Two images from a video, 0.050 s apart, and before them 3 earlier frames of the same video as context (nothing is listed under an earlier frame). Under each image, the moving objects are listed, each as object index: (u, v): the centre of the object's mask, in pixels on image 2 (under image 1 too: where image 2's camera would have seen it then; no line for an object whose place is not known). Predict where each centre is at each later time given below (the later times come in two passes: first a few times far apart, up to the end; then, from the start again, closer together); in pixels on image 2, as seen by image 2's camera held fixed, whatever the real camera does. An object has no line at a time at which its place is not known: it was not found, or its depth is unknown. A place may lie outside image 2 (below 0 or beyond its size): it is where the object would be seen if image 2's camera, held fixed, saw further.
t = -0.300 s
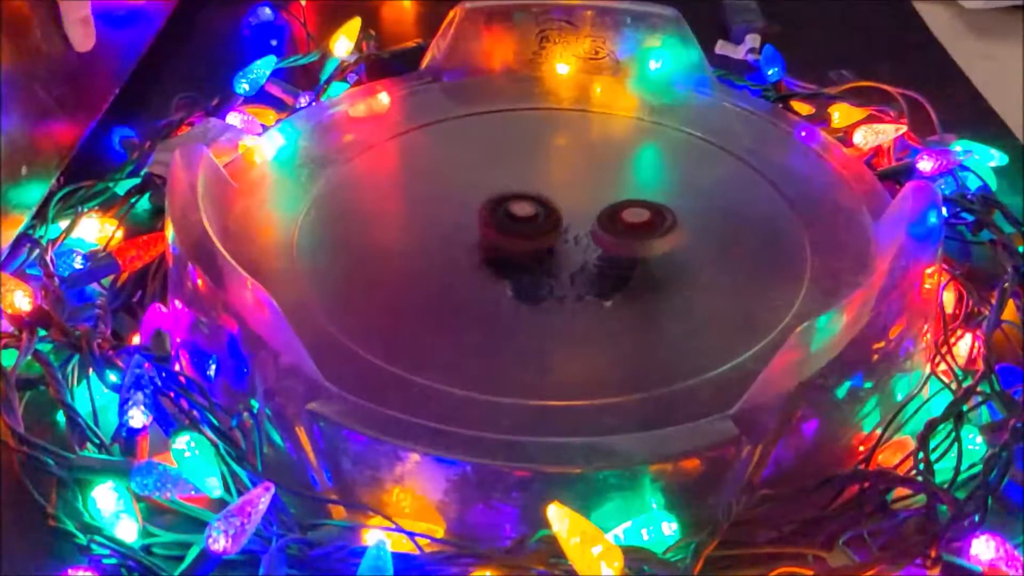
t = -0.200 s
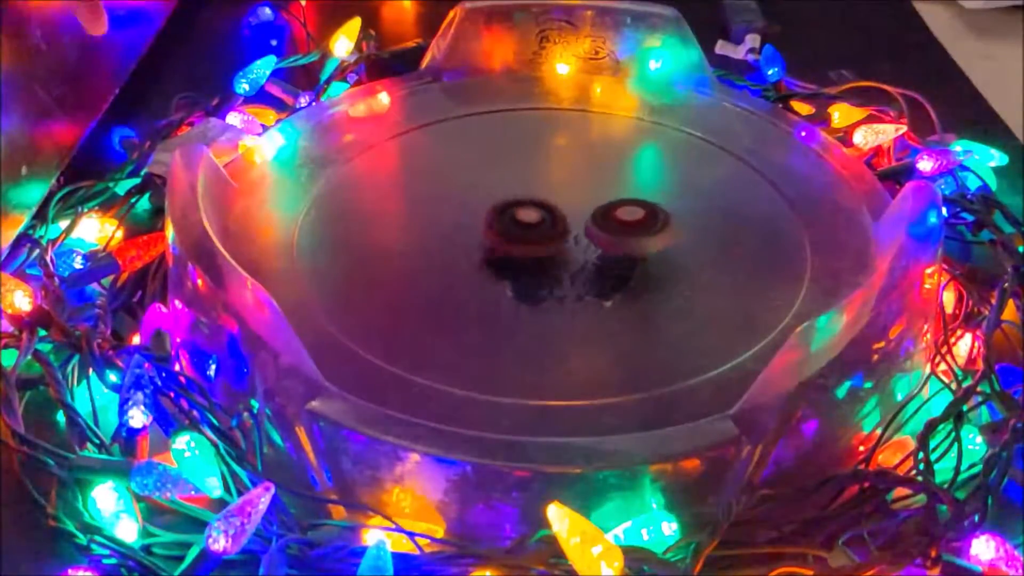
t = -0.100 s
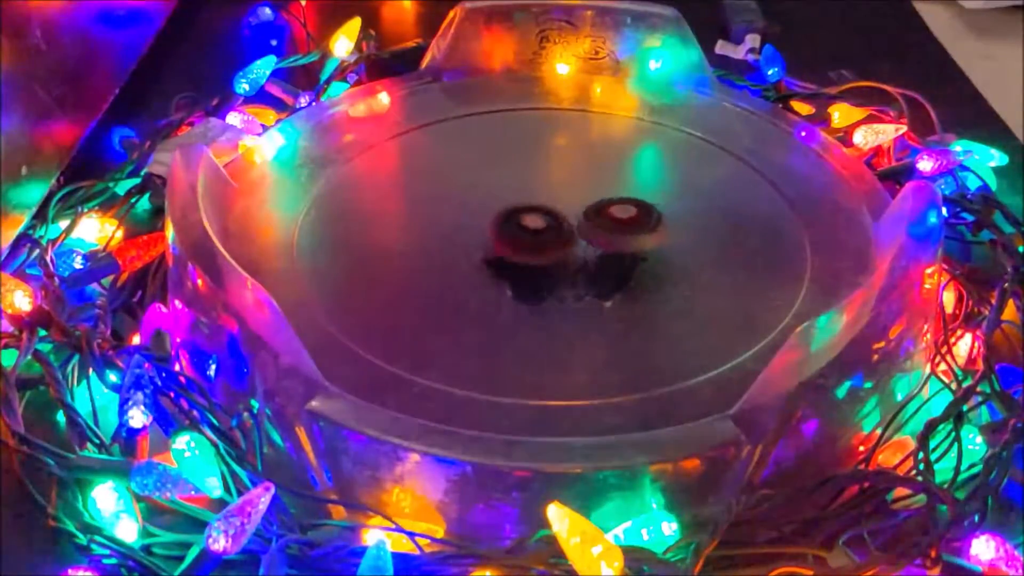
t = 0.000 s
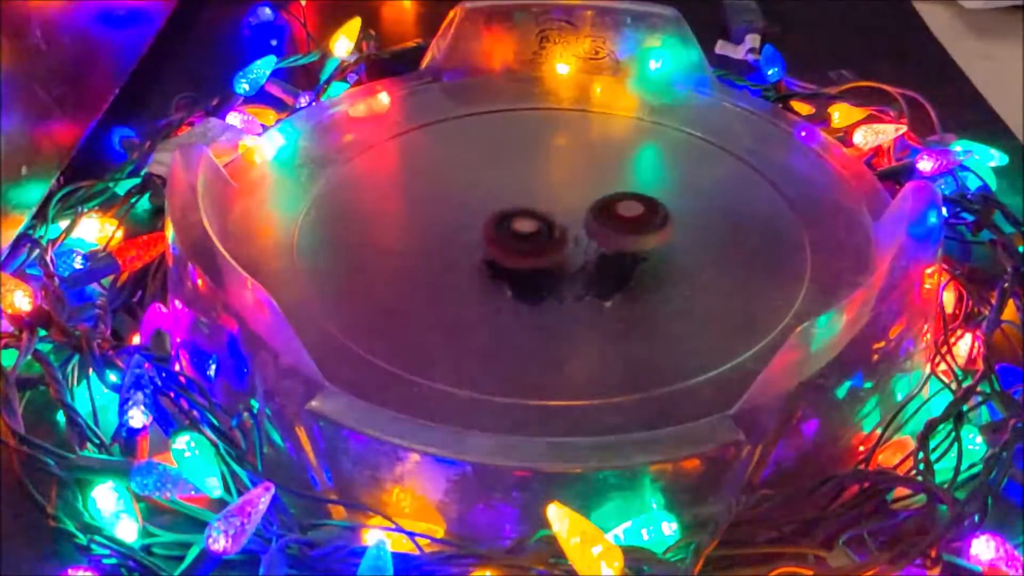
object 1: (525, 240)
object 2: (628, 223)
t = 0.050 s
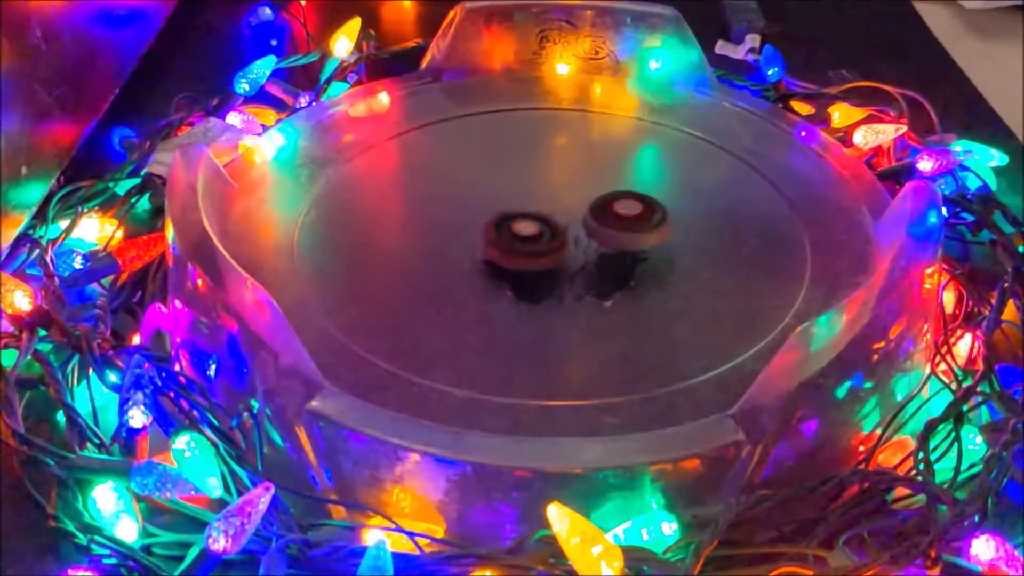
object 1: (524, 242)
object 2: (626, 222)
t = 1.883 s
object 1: (518, 255)
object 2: (561, 188)
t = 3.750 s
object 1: (568, 254)
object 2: (471, 213)
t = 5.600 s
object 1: (572, 227)
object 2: (511, 263)
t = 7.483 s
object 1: (515, 238)
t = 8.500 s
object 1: (529, 234)
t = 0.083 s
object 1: (524, 243)
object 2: (625, 221)
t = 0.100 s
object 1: (525, 243)
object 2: (625, 221)
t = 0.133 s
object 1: (526, 244)
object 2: (623, 220)
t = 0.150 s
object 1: (527, 245)
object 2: (622, 220)
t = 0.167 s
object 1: (527, 245)
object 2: (622, 219)
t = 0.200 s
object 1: (528, 248)
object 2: (620, 218)
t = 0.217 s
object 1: (529, 248)
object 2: (619, 217)
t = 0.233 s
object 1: (531, 249)
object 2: (618, 217)
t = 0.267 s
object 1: (532, 250)
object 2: (617, 216)
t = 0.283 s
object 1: (532, 250)
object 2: (616, 216)
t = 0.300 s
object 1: (533, 250)
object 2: (615, 215)
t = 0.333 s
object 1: (535, 251)
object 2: (614, 215)
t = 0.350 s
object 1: (536, 251)
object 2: (613, 215)
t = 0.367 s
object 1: (536, 251)
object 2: (613, 214)
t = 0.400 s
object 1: (535, 253)
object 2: (616, 211)
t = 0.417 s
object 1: (535, 253)
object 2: (616, 211)
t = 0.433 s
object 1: (535, 253)
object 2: (616, 210)
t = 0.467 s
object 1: (535, 253)
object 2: (614, 209)
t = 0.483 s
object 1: (536, 253)
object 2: (613, 208)
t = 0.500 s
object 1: (536, 254)
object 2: (612, 208)
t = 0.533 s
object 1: (537, 254)
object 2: (611, 207)
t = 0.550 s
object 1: (537, 254)
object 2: (610, 207)
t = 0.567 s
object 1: (537, 254)
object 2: (609, 207)
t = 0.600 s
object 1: (537, 254)
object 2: (608, 206)
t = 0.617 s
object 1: (537, 254)
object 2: (607, 206)
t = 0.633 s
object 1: (538, 254)
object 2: (607, 206)
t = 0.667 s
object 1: (539, 255)
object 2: (606, 206)
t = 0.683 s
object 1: (539, 255)
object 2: (605, 205)
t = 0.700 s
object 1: (539, 255)
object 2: (604, 206)
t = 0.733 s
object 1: (539, 255)
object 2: (604, 205)
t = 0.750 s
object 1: (540, 255)
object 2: (603, 205)
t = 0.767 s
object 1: (540, 255)
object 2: (603, 205)
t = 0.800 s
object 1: (540, 254)
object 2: (602, 205)
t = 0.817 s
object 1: (540, 256)
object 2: (604, 203)
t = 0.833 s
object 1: (540, 256)
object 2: (605, 202)
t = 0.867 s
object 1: (539, 257)
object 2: (605, 202)
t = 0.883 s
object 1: (539, 257)
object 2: (603, 201)
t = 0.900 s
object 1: (539, 257)
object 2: (603, 201)
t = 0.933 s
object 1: (539, 257)
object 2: (602, 201)
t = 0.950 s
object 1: (539, 257)
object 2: (602, 201)
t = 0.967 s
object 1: (539, 257)
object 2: (601, 200)
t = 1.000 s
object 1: (539, 257)
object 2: (600, 200)
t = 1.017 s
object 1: (539, 257)
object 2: (600, 200)
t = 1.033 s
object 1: (539, 257)
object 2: (599, 200)
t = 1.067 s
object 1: (539, 257)
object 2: (598, 199)
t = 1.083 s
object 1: (539, 256)
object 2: (597, 199)
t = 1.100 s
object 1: (539, 256)
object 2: (597, 199)
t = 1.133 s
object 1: (539, 256)
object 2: (596, 199)
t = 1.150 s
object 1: (539, 256)
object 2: (595, 199)
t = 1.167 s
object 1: (540, 255)
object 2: (595, 199)
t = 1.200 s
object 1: (540, 254)
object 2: (593, 199)
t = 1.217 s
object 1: (541, 254)
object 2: (592, 199)
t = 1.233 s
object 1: (541, 254)
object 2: (592, 199)
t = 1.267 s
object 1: (541, 253)
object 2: (591, 199)
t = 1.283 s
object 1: (541, 253)
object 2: (591, 199)
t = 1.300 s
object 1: (541, 253)
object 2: (590, 199)
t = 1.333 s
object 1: (539, 257)
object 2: (594, 192)
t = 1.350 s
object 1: (535, 260)
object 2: (597, 188)
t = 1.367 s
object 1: (530, 263)
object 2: (598, 186)
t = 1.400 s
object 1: (526, 265)
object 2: (598, 184)
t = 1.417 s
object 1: (527, 265)
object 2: (597, 184)
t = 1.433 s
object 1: (526, 265)
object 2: (596, 184)
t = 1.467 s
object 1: (523, 265)
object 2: (593, 183)
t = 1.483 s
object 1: (520, 265)
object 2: (592, 183)
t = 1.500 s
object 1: (519, 265)
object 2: (591, 183)
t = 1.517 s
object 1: (518, 265)
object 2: (590, 183)
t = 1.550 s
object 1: (516, 264)
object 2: (588, 182)
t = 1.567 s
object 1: (515, 264)
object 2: (586, 183)
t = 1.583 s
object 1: (515, 264)
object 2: (585, 182)
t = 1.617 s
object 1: (514, 263)
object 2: (583, 182)
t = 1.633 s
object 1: (514, 262)
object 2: (582, 183)
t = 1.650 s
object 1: (513, 262)
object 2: (580, 183)
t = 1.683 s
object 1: (513, 261)
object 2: (577, 183)
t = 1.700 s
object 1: (514, 261)
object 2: (576, 184)
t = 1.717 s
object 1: (513, 260)
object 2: (575, 184)
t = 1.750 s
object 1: (513, 259)
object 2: (572, 185)
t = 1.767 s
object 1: (513, 259)
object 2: (571, 185)
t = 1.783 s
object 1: (513, 258)
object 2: (569, 185)
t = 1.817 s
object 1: (514, 257)
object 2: (566, 186)
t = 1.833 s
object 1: (514, 257)
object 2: (565, 187)
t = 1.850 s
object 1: (516, 256)
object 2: (564, 187)
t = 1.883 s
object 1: (518, 255)
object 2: (561, 188)
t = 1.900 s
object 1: (519, 254)
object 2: (560, 188)
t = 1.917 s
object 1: (520, 254)
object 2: (558, 189)
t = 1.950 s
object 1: (522, 252)
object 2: (556, 190)
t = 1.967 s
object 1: (523, 252)
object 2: (554, 191)
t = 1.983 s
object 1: (524, 252)
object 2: (553, 191)
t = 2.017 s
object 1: (526, 252)
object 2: (552, 189)
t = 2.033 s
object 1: (525, 254)
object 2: (553, 184)
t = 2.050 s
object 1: (525, 255)
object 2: (555, 182)
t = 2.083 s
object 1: (527, 256)
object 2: (557, 178)
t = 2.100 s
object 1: (527, 256)
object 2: (557, 178)
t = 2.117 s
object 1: (528, 256)
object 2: (557, 178)
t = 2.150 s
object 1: (528, 256)
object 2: (554, 178)
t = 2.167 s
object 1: (530, 256)
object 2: (553, 178)
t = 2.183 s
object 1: (531, 256)
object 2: (552, 178)
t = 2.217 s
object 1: (533, 255)
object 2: (550, 178)
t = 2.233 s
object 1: (533, 255)
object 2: (549, 178)
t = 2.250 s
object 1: (533, 254)
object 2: (548, 178)
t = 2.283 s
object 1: (534, 254)
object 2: (545, 179)
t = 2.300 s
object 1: (534, 253)
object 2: (544, 179)
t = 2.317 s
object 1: (535, 252)
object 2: (543, 179)
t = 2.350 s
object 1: (537, 251)
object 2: (541, 179)
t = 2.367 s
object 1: (537, 250)
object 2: (540, 179)
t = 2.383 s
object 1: (540, 251)
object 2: (539, 179)
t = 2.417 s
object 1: (540, 249)
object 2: (537, 179)
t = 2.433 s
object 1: (540, 249)
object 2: (535, 180)
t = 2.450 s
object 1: (540, 249)
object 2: (534, 179)
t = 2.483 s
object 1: (542, 247)
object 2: (532, 181)
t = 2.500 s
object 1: (543, 247)
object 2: (531, 180)
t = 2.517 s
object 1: (543, 245)
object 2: (530, 180)
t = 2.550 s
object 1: (544, 245)
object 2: (528, 181)
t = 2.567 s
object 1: (544, 245)
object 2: (527, 182)
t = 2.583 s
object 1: (545, 245)
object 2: (526, 182)
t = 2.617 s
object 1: (546, 244)
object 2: (524, 182)
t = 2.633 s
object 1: (547, 244)
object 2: (523, 183)
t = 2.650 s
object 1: (547, 244)
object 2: (522, 183)
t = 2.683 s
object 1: (548, 244)
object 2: (520, 185)
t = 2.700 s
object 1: (549, 244)
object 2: (519, 186)
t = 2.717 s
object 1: (550, 243)
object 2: (518, 187)
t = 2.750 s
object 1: (552, 244)
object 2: (517, 187)
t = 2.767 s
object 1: (552, 244)
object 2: (515, 188)
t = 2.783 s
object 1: (552, 244)
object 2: (514, 189)
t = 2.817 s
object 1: (552, 244)
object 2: (512, 190)
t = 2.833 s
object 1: (552, 244)
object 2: (512, 190)
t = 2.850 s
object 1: (552, 244)
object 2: (511, 191)
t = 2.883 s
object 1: (553, 244)
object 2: (509, 191)
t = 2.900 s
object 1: (553, 244)
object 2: (507, 192)
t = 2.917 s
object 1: (555, 245)
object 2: (506, 191)
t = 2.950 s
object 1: (555, 245)
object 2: (505, 192)
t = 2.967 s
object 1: (558, 246)
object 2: (504, 192)
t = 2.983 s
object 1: (558, 246)
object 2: (502, 193)
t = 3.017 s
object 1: (559, 247)
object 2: (500, 194)
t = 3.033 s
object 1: (559, 247)
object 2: (500, 193)
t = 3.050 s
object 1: (559, 248)
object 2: (499, 194)
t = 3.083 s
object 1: (556, 248)
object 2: (497, 195)
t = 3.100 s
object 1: (559, 248)
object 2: (496, 195)
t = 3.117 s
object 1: (559, 249)
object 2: (495, 196)
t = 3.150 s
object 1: (556, 249)
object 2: (494, 197)
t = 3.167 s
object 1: (558, 249)
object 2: (493, 197)
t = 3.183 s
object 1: (556, 248)
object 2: (492, 198)
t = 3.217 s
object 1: (556, 249)
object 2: (491, 199)
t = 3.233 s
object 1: (556, 249)
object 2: (491, 200)
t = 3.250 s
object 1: (556, 249)
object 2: (490, 201)
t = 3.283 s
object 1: (555, 249)
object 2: (489, 202)
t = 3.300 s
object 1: (555, 249)
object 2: (488, 203)
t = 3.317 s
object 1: (555, 249)
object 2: (487, 204)
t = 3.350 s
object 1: (553, 249)
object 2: (486, 205)
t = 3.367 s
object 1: (553, 249)
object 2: (486, 205)
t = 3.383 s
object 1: (551, 249)
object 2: (486, 206)
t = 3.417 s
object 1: (551, 248)
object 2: (485, 207)
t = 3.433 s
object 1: (550, 249)
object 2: (484, 208)
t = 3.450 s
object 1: (554, 250)
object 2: (480, 206)
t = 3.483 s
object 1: (568, 251)
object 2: (476, 205)
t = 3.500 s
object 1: (570, 252)
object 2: (475, 205)
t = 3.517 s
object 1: (569, 252)
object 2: (475, 205)
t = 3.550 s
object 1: (570, 253)
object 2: (474, 206)
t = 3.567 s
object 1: (570, 254)
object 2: (474, 206)
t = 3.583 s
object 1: (570, 253)
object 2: (473, 207)
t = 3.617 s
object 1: (570, 254)
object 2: (473, 208)
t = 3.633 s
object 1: (570, 254)
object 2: (473, 209)
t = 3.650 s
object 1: (570, 254)
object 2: (472, 209)
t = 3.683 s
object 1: (569, 254)
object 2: (472, 211)
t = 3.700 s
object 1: (569, 254)
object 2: (471, 211)
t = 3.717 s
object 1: (569, 254)
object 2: (471, 212)
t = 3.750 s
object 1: (568, 254)
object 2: (471, 213)
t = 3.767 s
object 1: (567, 255)
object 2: (470, 214)
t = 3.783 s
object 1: (567, 255)
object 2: (470, 214)
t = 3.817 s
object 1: (566, 254)
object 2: (470, 215)
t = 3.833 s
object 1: (566, 255)
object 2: (471, 216)
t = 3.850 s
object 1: (565, 255)
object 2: (471, 217)
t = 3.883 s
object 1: (564, 254)
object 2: (472, 219)
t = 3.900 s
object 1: (563, 254)
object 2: (472, 219)
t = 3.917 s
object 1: (562, 253)
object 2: (473, 220)
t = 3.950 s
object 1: (561, 254)
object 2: (474, 224)
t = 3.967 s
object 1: (560, 253)
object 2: (475, 224)
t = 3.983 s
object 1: (562, 253)
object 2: (475, 225)
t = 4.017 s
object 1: (570, 253)
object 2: (467, 223)
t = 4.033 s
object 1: (570, 254)
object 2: (466, 223)
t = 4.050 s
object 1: (570, 254)
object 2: (466, 224)
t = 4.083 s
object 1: (571, 253)
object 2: (467, 224)
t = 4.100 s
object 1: (571, 254)
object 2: (467, 224)
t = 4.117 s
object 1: (571, 254)
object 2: (467, 225)
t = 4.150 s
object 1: (571, 254)
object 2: (467, 226)
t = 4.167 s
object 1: (571, 254)
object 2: (468, 226)
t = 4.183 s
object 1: (571, 253)
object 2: (468, 227)
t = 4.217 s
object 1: (571, 254)
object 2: (468, 230)
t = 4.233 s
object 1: (571, 254)
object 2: (469, 230)
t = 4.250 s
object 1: (571, 254)
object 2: (469, 231)
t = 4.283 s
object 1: (570, 253)
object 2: (469, 232)
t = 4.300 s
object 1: (570, 253)
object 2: (470, 233)
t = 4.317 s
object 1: (570, 253)
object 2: (470, 234)
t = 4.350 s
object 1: (569, 252)
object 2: (471, 235)
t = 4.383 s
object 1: (568, 252)
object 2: (474, 236)
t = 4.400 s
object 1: (568, 251)
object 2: (474, 236)
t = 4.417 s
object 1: (566, 251)
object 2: (474, 237)
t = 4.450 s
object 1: (568, 250)
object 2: (474, 237)
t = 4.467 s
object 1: (569, 250)
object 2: (474, 237)
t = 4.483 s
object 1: (569, 250)
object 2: (475, 237)
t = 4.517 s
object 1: (570, 248)
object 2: (476, 239)
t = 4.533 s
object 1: (571, 248)
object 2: (476, 240)
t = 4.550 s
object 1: (571, 248)
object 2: (477, 240)
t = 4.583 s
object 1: (571, 247)
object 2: (479, 241)
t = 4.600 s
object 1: (572, 247)
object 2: (479, 242)
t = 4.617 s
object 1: (572, 247)
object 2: (481, 242)
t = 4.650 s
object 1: (572, 247)
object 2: (482, 243)
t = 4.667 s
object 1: (572, 246)
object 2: (482, 243)
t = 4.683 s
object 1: (573, 246)
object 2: (482, 243)
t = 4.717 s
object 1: (574, 245)
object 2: (483, 244)
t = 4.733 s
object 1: (574, 245)
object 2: (484, 245)
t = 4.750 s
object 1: (574, 245)
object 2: (485, 246)
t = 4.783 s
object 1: (574, 245)
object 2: (486, 247)
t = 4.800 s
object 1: (574, 244)
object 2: (486, 247)
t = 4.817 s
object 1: (575, 244)
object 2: (486, 247)
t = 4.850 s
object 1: (575, 243)
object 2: (487, 248)
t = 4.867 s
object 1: (575, 242)
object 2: (487, 249)
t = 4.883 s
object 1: (576, 241)
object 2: (488, 249)
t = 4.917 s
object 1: (576, 241)
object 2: (490, 250)
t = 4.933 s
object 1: (576, 241)
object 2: (490, 251)
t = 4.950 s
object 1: (576, 241)
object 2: (491, 251)
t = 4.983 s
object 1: (575, 240)
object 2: (492, 252)
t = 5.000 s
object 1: (576, 240)
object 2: (493, 252)
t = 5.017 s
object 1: (576, 239)
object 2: (493, 252)
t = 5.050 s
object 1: (577, 238)
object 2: (493, 252)
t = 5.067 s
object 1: (577, 237)
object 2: (493, 253)
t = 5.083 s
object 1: (577, 237)
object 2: (494, 254)
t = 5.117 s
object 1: (577, 236)
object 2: (495, 255)
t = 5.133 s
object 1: (578, 235)
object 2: (496, 255)
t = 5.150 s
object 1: (578, 236)
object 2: (496, 255)
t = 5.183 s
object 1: (578, 235)
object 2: (498, 256)
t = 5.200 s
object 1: (578, 235)
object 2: (499, 256)
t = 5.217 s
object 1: (578, 235)
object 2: (500, 256)
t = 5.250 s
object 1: (578, 235)
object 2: (501, 257)
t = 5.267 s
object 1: (578, 235)
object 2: (503, 257)
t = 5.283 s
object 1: (577, 235)
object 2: (504, 258)
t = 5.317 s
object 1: (577, 234)
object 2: (504, 258)
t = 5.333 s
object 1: (577, 234)
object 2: (505, 258)
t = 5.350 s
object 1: (577, 233)
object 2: (506, 258)
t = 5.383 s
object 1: (576, 232)
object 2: (507, 259)
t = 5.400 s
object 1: (575, 232)
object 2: (508, 259)
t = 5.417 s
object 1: (576, 230)
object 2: (507, 259)
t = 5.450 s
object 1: (575, 229)
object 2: (506, 260)
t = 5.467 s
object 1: (575, 229)
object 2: (507, 261)
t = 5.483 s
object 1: (574, 229)
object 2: (508, 261)
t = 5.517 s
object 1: (574, 229)
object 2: (509, 262)
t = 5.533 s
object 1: (573, 228)
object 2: (509, 262)
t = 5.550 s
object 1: (573, 228)
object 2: (510, 262)
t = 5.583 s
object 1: (573, 227)
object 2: (511, 262)
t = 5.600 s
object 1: (572, 227)
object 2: (511, 263)
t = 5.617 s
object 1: (572, 227)
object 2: (513, 263)
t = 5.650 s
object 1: (571, 227)
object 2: (514, 263)
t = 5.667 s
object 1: (571, 226)
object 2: (515, 263)
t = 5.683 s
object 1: (570, 226)
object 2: (515, 263)
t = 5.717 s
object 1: (569, 225)
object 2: (517, 263)
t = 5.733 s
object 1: (569, 225)
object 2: (518, 263)
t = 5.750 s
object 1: (568, 225)
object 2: (518, 263)
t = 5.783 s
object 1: (568, 224)
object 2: (519, 263)
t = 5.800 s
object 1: (568, 224)
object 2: (519, 263)
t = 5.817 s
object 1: (568, 223)
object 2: (519, 263)
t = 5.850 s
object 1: (568, 223)
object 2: (520, 263)
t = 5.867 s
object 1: (567, 223)
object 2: (521, 264)
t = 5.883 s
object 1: (568, 223)
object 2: (521, 263)
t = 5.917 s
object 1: (567, 222)
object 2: (523, 264)
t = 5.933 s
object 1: (567, 222)
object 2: (524, 263)
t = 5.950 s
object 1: (566, 222)
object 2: (524, 263)
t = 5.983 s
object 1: (566, 222)
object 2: (525, 263)
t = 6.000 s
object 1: (566, 222)
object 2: (526, 263)
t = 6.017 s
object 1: (565, 221)
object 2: (527, 264)
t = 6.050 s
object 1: (564, 220)
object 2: (527, 271)
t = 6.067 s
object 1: (563, 219)
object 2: (526, 273)
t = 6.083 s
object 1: (563, 218)
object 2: (526, 274)
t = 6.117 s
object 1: (563, 217)
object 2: (526, 274)
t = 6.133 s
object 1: (563, 217)
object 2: (527, 275)
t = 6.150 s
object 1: (563, 216)
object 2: (528, 275)
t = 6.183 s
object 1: (563, 216)
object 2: (528, 275)
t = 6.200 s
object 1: (563, 215)
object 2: (529, 275)
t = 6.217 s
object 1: (563, 215)
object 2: (530, 275)
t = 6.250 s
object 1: (563, 215)
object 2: (531, 275)
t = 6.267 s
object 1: (563, 215)
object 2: (532, 275)
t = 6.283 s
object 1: (563, 215)
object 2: (533, 275)
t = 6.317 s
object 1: (563, 214)
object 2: (534, 275)
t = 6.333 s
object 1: (562, 214)
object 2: (535, 275)
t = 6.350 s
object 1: (562, 215)
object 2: (535, 275)
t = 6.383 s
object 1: (562, 214)
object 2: (539, 274)
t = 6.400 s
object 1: (561, 214)
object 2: (539, 274)
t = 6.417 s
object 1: (561, 215)
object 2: (540, 274)
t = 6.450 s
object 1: (560, 215)
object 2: (540, 273)
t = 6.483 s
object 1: (560, 216)
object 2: (541, 273)
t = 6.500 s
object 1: (559, 216)
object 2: (542, 272)
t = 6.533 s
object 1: (557, 217)
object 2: (544, 272)
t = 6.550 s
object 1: (555, 216)
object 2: (544, 271)
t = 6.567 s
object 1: (554, 215)
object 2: (544, 271)
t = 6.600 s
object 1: (553, 217)
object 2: (547, 270)
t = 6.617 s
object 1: (550, 216)
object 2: (548, 269)
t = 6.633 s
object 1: (549, 216)
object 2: (548, 269)
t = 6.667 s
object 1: (545, 216)
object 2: (550, 268)
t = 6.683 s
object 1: (544, 216)
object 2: (551, 268)
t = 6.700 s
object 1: (543, 217)
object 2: (551, 267)
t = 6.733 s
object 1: (541, 218)
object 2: (555, 270)
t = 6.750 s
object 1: (540, 219)
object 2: (556, 272)
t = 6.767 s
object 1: (539, 220)
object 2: (557, 272)
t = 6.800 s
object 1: (537, 221)
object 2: (559, 272)
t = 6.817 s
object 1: (536, 222)
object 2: (561, 271)
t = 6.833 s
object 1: (535, 222)
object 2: (562, 272)
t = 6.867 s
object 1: (531, 225)
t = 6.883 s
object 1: (530, 225)
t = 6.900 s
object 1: (530, 226)
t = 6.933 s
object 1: (529, 227)
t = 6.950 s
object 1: (530, 228)
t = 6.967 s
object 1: (529, 228)
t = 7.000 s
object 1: (527, 229)
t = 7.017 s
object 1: (527, 230)
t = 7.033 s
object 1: (526, 231)
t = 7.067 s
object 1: (525, 233)
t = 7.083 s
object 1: (525, 233)
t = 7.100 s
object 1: (525, 234)
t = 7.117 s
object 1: (525, 235)
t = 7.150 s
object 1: (524, 236)
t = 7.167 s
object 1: (524, 236)
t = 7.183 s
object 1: (524, 237)
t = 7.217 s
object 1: (523, 238)
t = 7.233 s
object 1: (523, 238)
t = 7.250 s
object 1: (522, 239)
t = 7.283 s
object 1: (522, 240)
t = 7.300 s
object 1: (522, 240)
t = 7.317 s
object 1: (522, 241)
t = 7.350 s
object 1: (522, 241)
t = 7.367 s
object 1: (522, 241)
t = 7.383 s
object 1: (523, 242)
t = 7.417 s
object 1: (517, 240)
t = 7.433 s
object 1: (515, 238)
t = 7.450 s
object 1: (515, 238)
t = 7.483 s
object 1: (515, 238)
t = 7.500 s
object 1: (514, 237)
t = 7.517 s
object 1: (515, 237)
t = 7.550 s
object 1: (515, 237)
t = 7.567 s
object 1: (515, 236)
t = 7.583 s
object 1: (515, 236)
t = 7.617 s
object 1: (515, 235)
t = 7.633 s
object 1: (515, 235)
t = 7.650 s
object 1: (516, 235)
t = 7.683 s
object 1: (517, 235)
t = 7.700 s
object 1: (517, 235)
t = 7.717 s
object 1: (518, 235)
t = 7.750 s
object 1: (519, 235)
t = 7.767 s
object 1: (520, 235)
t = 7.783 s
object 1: (521, 235)
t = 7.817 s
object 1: (522, 235)
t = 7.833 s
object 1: (523, 235)
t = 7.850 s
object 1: (523, 236)
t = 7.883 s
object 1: (525, 235)
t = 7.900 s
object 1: (526, 235)
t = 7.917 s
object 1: (526, 236)
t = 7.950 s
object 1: (526, 236)
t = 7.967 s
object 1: (527, 236)
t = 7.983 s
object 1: (527, 236)
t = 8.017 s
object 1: (529, 236)
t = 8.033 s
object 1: (530, 236)
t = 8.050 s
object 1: (531, 236)
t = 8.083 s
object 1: (531, 236)
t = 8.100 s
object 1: (532, 236)
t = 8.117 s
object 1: (532, 236)
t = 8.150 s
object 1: (534, 236)
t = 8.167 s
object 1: (534, 236)
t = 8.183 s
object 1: (534, 236)
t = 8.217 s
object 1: (535, 237)
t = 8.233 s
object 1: (535, 236)
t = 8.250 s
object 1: (535, 235)
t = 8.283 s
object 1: (532, 234)
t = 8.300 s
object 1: (532, 234)
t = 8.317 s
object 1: (532, 234)
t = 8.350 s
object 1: (531, 234)
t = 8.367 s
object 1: (530, 234)
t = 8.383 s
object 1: (530, 234)
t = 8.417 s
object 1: (530, 234)
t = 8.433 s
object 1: (529, 234)
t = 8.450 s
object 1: (529, 233)
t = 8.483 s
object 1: (529, 234)
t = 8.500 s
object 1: (529, 234)
